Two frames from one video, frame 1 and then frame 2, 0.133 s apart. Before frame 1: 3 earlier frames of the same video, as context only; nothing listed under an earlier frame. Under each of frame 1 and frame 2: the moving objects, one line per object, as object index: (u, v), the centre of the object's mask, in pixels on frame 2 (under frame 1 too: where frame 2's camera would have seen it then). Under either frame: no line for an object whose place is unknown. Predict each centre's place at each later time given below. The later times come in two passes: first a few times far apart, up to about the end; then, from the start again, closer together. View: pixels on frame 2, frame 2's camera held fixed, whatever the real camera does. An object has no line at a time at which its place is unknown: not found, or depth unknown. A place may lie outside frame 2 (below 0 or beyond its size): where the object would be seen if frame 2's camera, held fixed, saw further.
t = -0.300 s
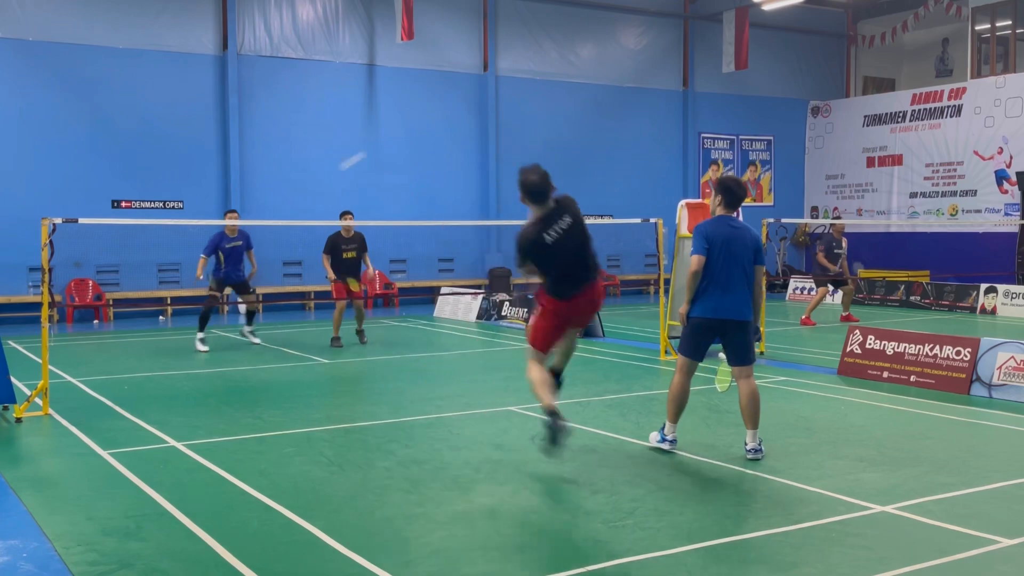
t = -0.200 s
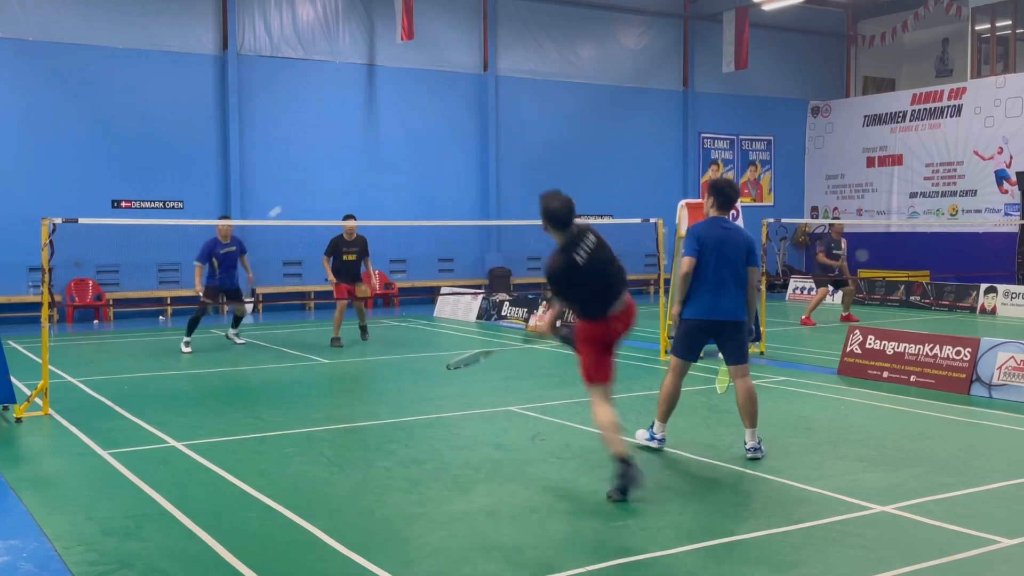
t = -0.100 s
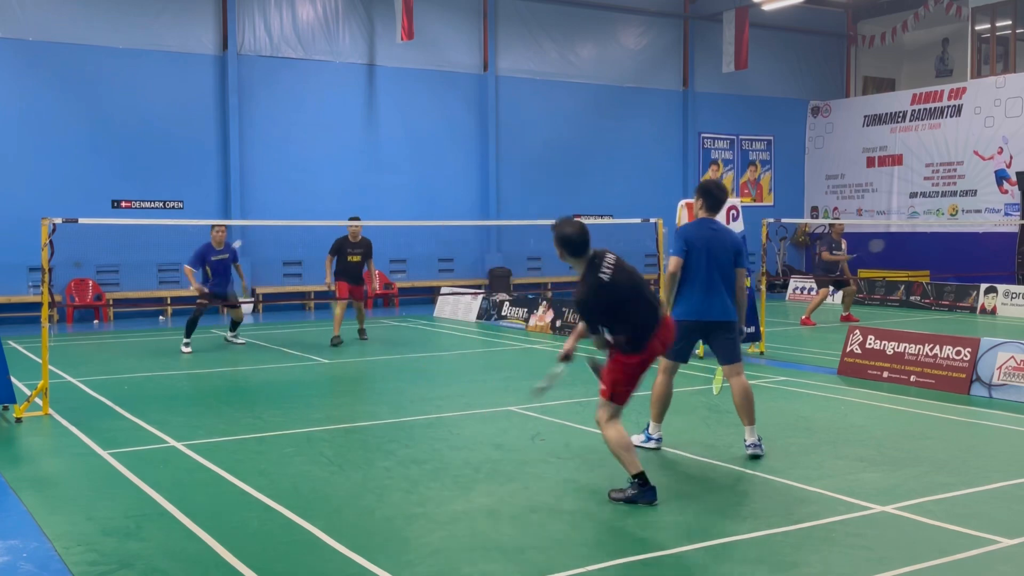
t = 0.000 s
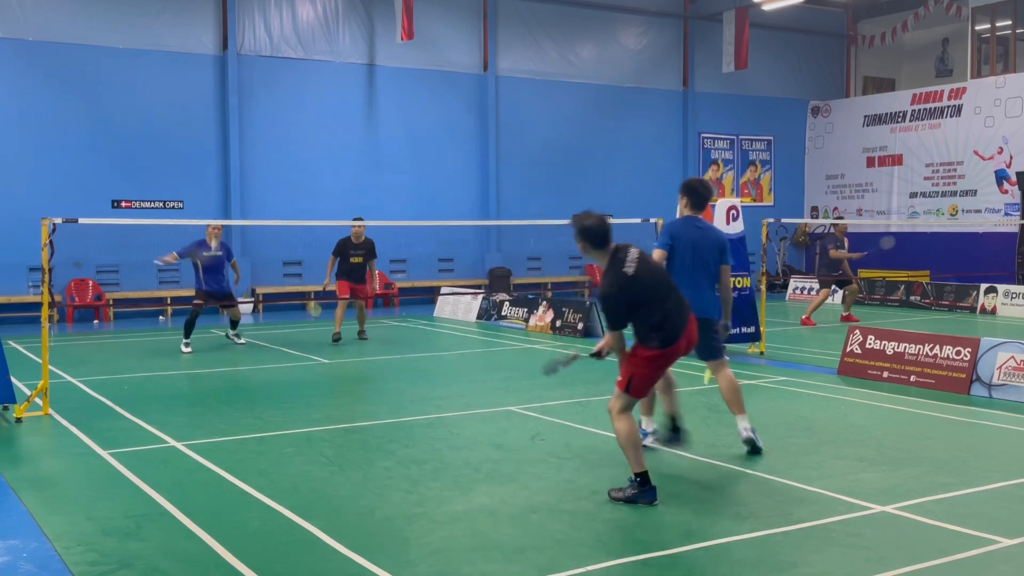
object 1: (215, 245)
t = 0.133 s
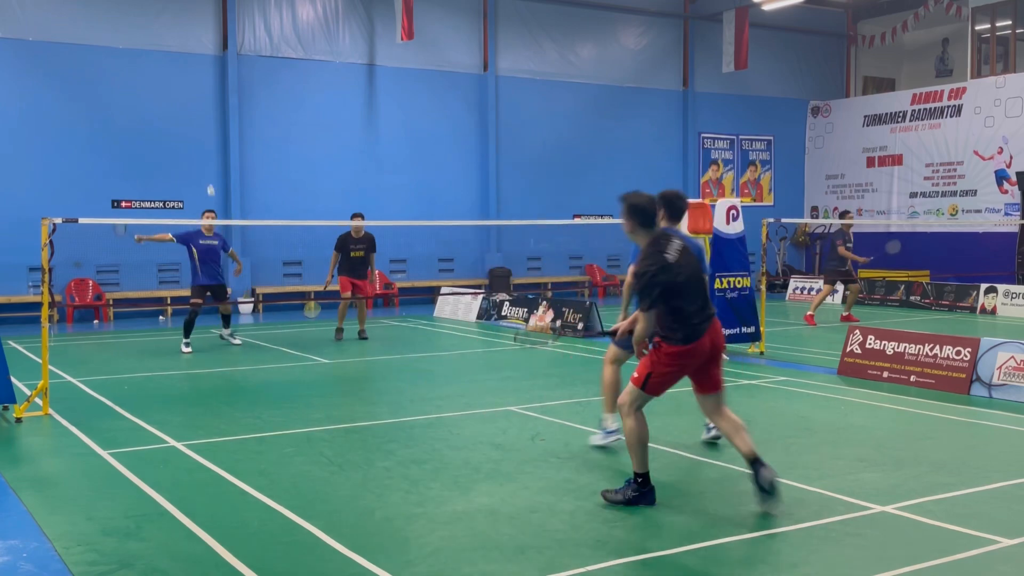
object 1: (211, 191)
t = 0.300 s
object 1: (200, 152)
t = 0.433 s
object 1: (191, 143)
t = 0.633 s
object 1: (175, 170)
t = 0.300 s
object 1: (200, 152)
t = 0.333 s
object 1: (197, 148)
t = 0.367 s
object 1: (195, 145)
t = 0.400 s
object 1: (193, 143)
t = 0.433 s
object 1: (191, 143)
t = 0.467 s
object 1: (189, 144)
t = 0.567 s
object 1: (181, 155)
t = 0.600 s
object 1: (178, 162)
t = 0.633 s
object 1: (175, 170)
